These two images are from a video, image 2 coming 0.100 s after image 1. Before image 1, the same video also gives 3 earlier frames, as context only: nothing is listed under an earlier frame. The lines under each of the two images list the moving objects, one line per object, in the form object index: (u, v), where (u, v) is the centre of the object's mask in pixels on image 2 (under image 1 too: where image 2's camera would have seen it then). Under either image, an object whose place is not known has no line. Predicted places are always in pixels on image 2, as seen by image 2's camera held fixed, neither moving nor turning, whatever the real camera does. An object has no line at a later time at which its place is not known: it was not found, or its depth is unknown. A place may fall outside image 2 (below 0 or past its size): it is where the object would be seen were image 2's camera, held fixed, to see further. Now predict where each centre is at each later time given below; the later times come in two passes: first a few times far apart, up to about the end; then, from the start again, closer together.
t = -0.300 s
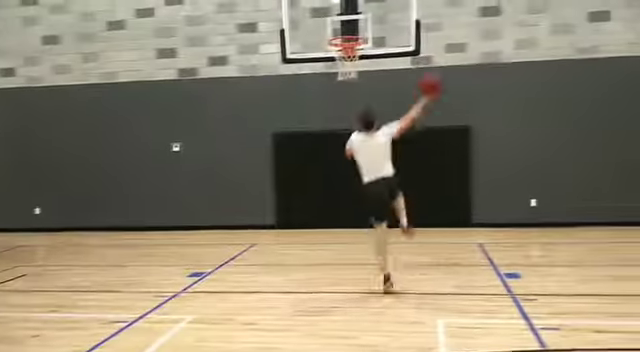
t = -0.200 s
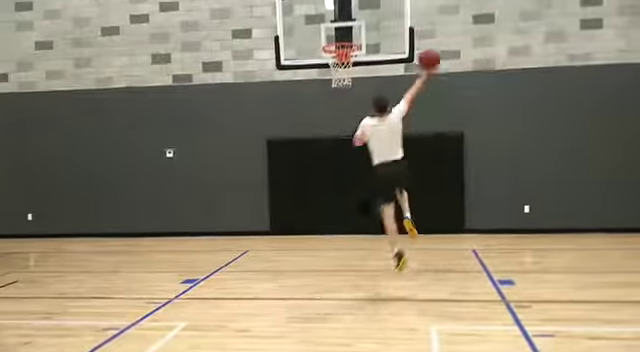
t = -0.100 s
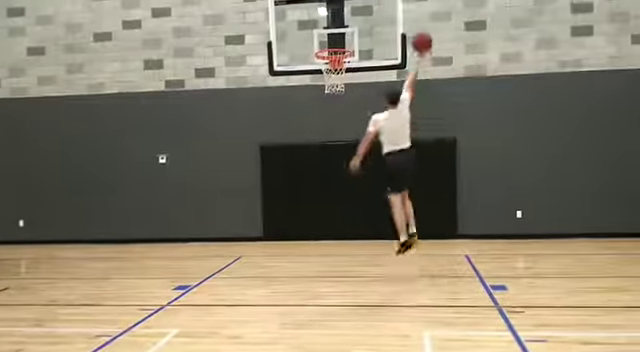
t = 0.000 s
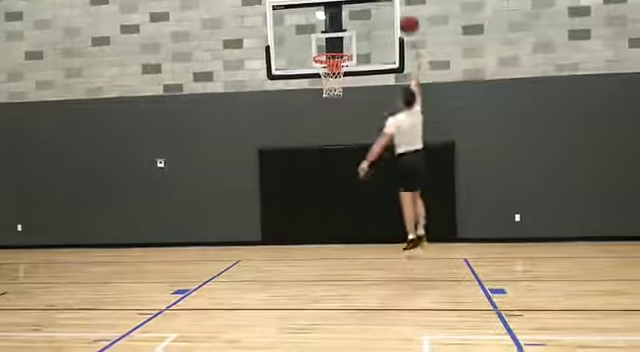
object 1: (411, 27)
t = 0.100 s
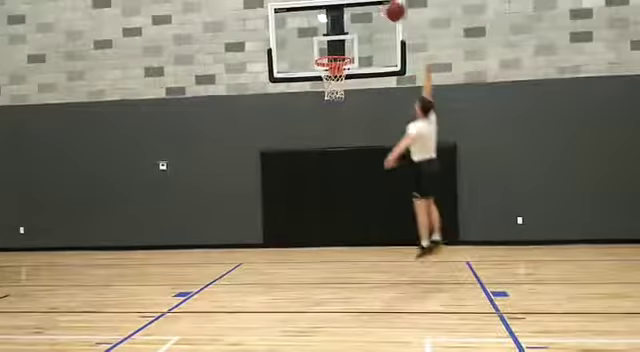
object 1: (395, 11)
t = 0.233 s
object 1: (376, 5)
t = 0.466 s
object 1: (348, 24)
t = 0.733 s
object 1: (323, 84)
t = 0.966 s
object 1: (326, 116)
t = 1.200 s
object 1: (325, 186)
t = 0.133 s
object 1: (390, 8)
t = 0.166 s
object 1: (388, 6)
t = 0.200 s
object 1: (381, 5)
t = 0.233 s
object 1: (376, 5)
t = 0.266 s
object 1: (373, 5)
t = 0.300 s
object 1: (368, 6)
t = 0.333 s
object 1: (364, 7)
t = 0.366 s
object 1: (360, 10)
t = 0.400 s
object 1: (356, 14)
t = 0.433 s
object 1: (352, 20)
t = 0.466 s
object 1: (348, 24)
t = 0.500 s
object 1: (345, 30)
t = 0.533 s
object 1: (339, 36)
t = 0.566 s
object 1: (335, 44)
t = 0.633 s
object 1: (334, 69)
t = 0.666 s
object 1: (323, 72)
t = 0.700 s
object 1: (321, 78)
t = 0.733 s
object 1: (323, 84)
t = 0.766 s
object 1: (323, 88)
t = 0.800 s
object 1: (323, 89)
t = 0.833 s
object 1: (323, 92)
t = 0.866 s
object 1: (324, 98)
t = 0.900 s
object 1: (324, 100)
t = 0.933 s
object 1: (325, 108)
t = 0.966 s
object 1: (326, 116)
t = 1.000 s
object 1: (326, 124)
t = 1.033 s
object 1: (325, 123)
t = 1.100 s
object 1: (326, 154)
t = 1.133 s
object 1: (325, 160)
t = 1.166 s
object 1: (325, 174)
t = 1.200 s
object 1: (325, 186)
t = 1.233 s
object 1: (326, 197)
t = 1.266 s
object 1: (327, 214)
